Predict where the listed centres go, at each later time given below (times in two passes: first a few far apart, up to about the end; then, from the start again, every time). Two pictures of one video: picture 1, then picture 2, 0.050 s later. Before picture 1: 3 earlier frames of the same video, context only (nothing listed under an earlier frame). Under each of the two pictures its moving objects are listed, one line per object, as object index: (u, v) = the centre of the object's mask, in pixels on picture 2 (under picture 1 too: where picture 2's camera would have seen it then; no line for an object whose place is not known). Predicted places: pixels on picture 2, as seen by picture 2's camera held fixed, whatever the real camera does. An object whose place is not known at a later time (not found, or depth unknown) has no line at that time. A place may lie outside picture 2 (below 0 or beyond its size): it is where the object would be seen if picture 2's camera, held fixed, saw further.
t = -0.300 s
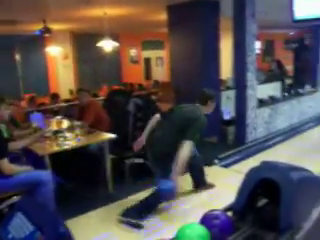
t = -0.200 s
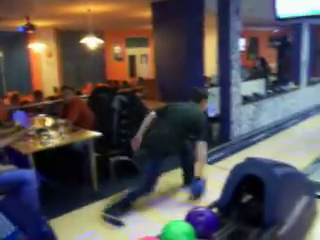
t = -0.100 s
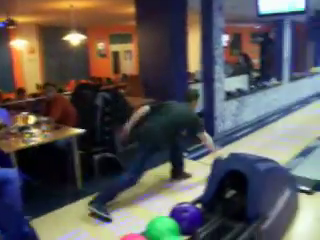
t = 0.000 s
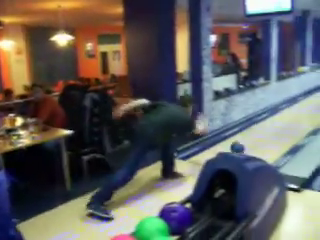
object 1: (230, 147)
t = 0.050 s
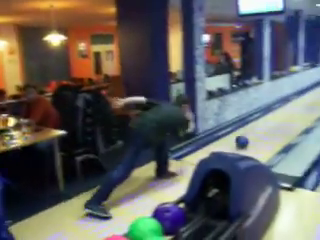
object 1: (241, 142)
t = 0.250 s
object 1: (274, 121)
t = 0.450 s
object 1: (296, 108)
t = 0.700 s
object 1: (314, 96)
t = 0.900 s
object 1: (324, 90)
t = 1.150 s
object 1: (334, 84)
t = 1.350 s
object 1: (339, 80)
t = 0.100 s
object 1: (251, 136)
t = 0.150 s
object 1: (260, 131)
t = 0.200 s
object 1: (268, 126)
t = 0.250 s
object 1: (274, 121)
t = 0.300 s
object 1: (280, 118)
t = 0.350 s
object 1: (286, 114)
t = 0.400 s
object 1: (291, 111)
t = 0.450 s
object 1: (296, 108)
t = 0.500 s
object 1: (300, 105)
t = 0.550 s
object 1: (304, 103)
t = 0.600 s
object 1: (308, 101)
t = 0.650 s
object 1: (310, 98)
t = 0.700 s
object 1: (314, 96)
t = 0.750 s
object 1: (317, 95)
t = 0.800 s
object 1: (319, 93)
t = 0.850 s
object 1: (322, 92)
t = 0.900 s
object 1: (324, 90)
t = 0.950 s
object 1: (326, 89)
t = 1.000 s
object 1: (328, 87)
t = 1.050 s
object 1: (330, 86)
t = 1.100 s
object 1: (332, 85)
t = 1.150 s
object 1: (334, 84)
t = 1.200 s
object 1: (335, 83)
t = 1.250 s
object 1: (336, 82)
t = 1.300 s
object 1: (338, 81)
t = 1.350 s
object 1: (339, 80)
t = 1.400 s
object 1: (340, 80)
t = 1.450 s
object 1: (341, 79)
